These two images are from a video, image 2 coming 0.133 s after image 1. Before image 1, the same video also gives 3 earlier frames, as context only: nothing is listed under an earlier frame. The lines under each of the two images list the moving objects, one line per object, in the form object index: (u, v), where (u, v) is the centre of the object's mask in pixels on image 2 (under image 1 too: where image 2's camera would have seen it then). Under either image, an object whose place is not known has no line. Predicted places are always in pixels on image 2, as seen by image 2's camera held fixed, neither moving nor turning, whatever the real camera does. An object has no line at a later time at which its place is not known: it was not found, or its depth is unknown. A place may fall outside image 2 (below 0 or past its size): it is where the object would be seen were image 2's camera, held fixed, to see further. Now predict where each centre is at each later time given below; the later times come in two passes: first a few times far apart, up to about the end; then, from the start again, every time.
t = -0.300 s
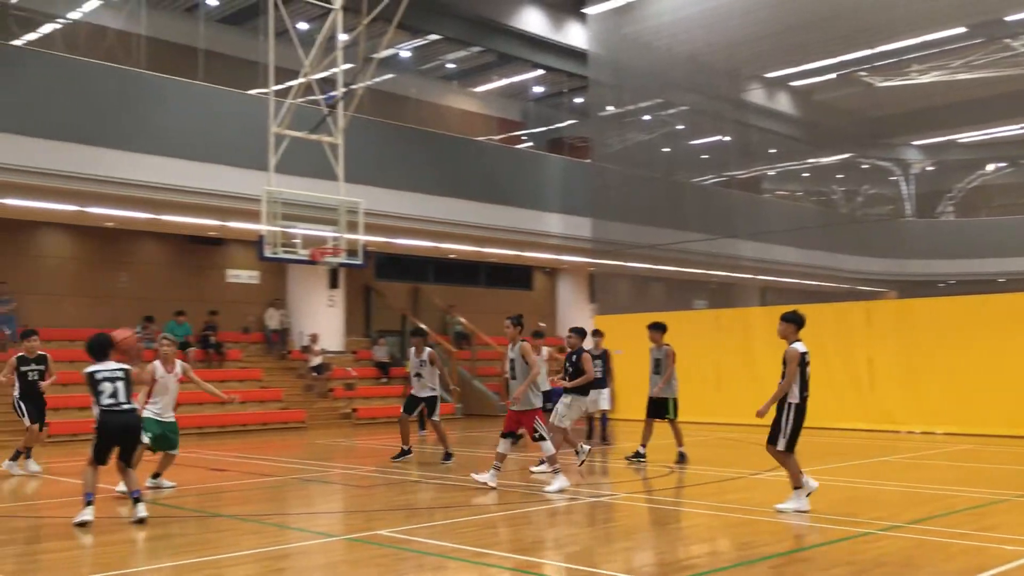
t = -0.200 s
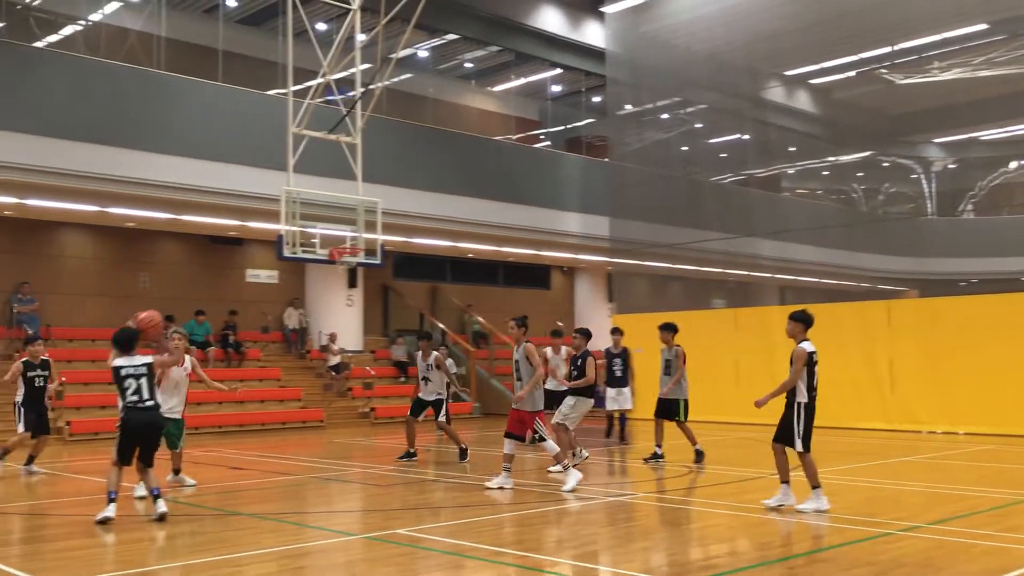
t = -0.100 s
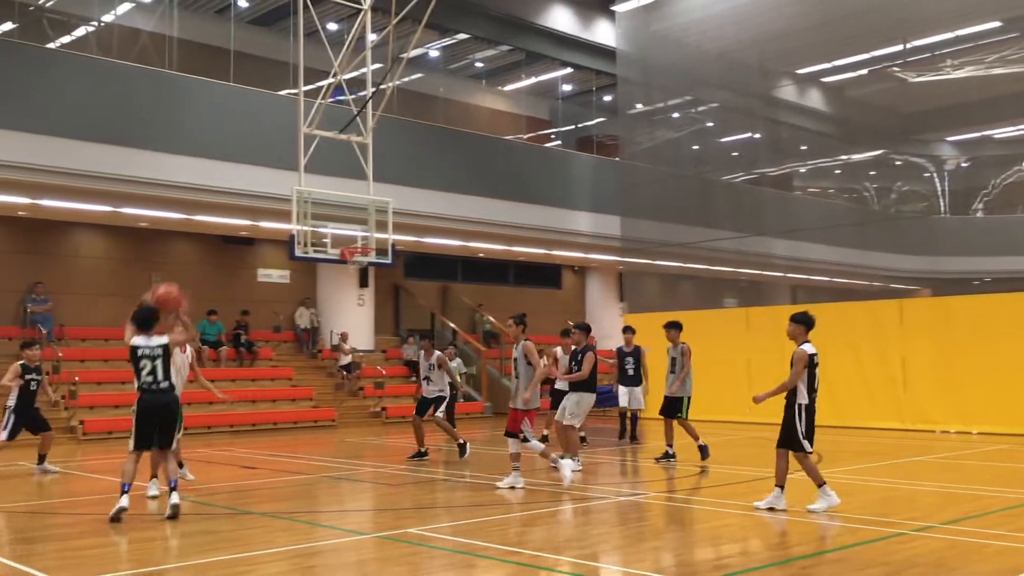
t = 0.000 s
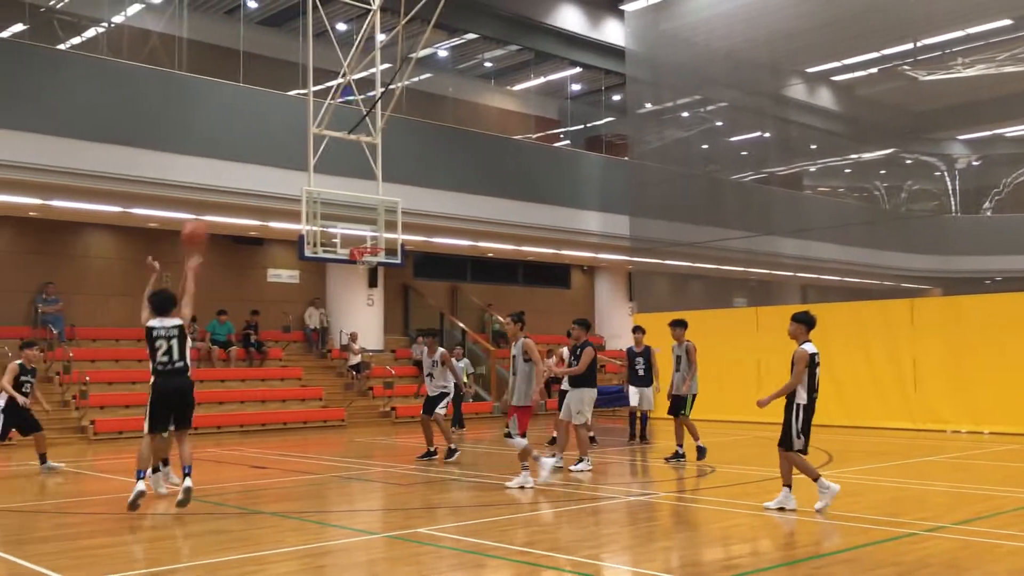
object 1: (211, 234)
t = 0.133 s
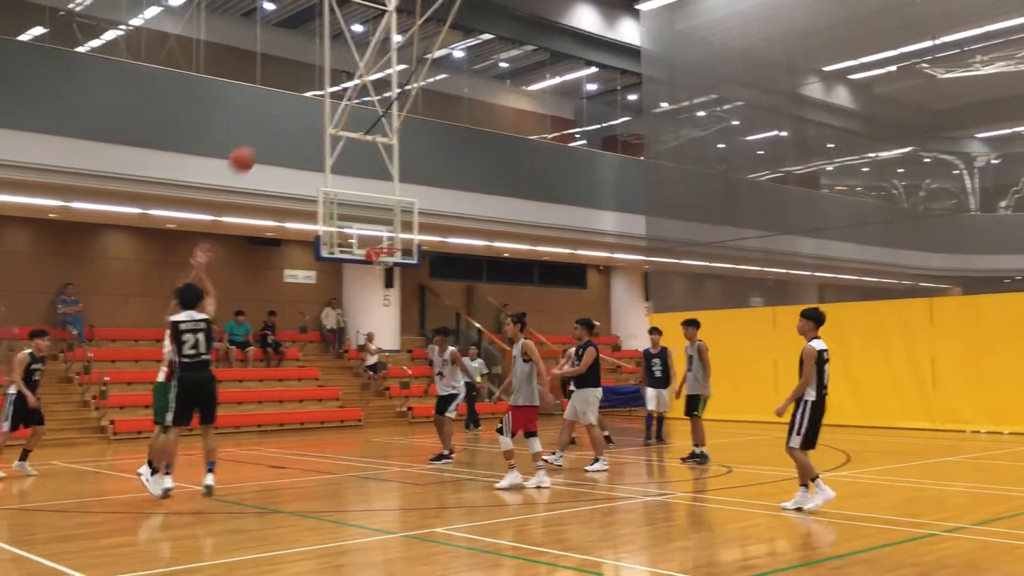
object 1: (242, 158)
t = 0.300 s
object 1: (272, 103)
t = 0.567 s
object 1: (310, 73)
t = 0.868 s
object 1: (346, 104)
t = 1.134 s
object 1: (371, 176)
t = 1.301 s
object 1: (385, 241)
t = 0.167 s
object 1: (247, 145)
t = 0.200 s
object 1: (254, 132)
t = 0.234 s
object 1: (260, 121)
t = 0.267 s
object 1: (266, 111)
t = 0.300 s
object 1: (272, 103)
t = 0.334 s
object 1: (277, 95)
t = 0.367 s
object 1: (283, 89)
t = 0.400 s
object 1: (288, 83)
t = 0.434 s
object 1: (293, 79)
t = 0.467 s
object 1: (299, 76)
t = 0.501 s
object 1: (303, 75)
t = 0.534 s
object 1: (307, 73)
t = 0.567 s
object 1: (310, 73)
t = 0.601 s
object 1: (315, 73)
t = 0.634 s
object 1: (319, 75)
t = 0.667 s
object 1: (323, 77)
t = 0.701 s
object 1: (327, 79)
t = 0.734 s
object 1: (331, 83)
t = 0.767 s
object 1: (334, 87)
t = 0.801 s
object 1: (339, 92)
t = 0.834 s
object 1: (342, 98)
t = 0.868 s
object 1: (346, 104)
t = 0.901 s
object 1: (350, 112)
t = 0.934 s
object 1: (352, 119)
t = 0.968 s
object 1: (356, 127)
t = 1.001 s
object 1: (359, 136)
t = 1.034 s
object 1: (362, 146)
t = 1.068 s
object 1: (365, 155)
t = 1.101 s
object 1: (369, 165)
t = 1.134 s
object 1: (371, 176)
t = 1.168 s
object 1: (374, 188)
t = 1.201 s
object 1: (376, 199)
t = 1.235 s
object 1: (380, 213)
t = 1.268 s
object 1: (383, 224)
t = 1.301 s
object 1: (385, 241)
